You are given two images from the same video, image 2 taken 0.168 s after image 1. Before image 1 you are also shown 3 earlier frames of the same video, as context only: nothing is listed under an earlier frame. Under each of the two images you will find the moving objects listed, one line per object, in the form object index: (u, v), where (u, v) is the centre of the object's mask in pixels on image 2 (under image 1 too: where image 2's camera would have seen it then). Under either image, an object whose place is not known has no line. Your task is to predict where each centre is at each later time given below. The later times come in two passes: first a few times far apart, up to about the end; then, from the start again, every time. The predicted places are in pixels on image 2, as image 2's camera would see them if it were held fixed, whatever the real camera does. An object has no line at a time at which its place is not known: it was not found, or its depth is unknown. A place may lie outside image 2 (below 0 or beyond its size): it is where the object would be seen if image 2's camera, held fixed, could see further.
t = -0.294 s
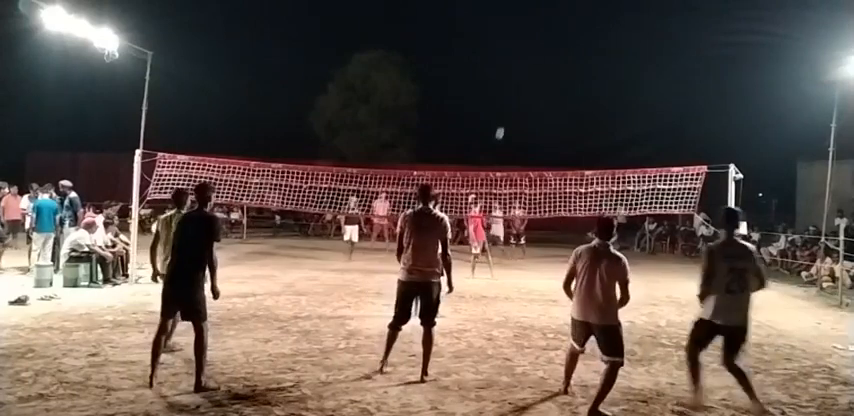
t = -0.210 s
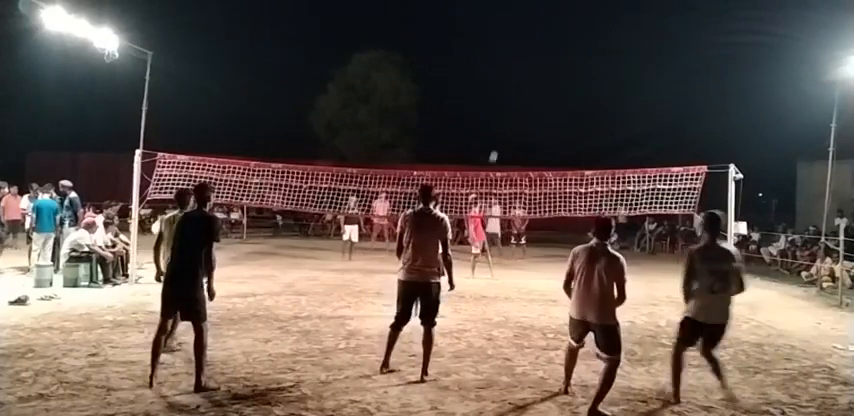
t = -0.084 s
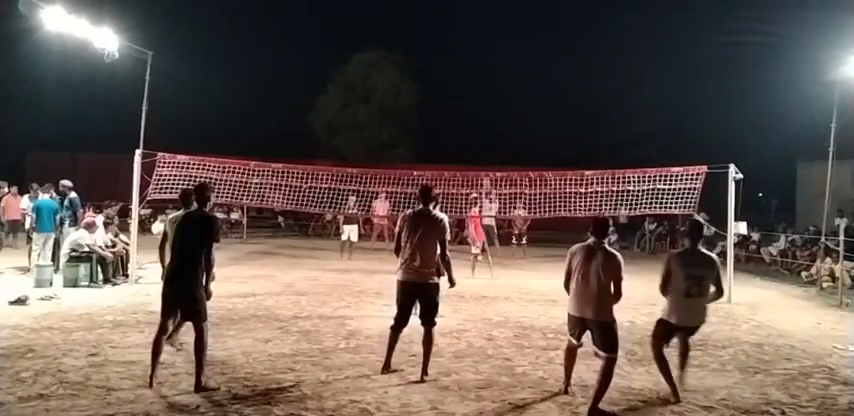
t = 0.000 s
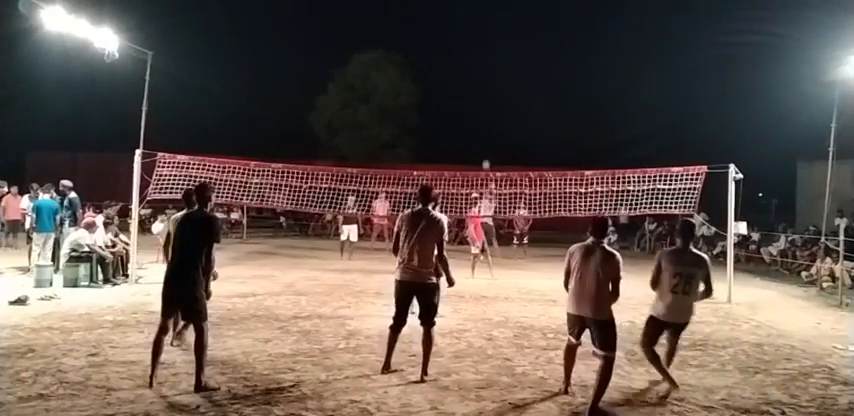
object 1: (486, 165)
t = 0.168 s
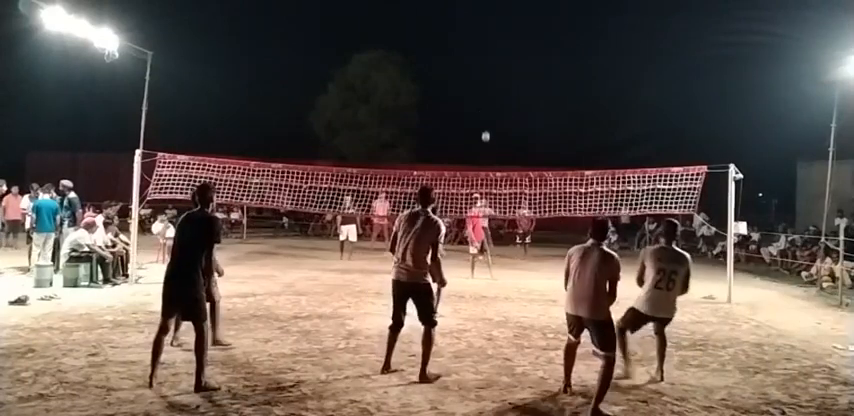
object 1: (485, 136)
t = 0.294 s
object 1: (485, 121)
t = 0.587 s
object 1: (481, 114)
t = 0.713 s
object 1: (477, 130)
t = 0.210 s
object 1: (485, 131)
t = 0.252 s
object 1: (485, 125)
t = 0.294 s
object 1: (485, 121)
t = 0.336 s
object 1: (485, 117)
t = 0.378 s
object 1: (484, 114)
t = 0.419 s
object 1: (483, 112)
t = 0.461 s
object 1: (483, 111)
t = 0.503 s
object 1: (482, 111)
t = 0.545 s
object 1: (481, 112)
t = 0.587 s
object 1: (481, 114)
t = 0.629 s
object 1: (479, 118)
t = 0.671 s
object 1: (478, 124)
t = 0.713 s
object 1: (477, 130)
